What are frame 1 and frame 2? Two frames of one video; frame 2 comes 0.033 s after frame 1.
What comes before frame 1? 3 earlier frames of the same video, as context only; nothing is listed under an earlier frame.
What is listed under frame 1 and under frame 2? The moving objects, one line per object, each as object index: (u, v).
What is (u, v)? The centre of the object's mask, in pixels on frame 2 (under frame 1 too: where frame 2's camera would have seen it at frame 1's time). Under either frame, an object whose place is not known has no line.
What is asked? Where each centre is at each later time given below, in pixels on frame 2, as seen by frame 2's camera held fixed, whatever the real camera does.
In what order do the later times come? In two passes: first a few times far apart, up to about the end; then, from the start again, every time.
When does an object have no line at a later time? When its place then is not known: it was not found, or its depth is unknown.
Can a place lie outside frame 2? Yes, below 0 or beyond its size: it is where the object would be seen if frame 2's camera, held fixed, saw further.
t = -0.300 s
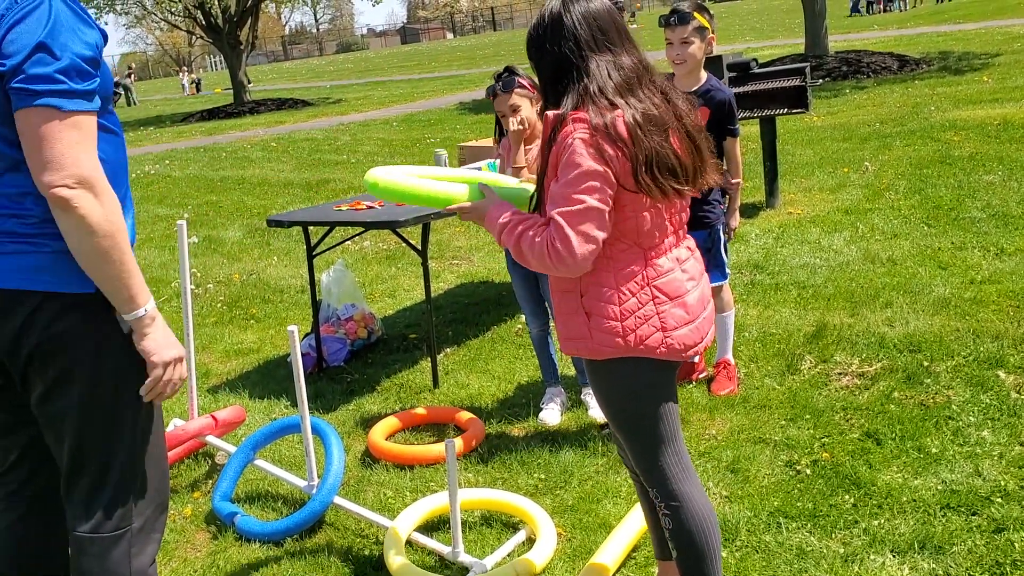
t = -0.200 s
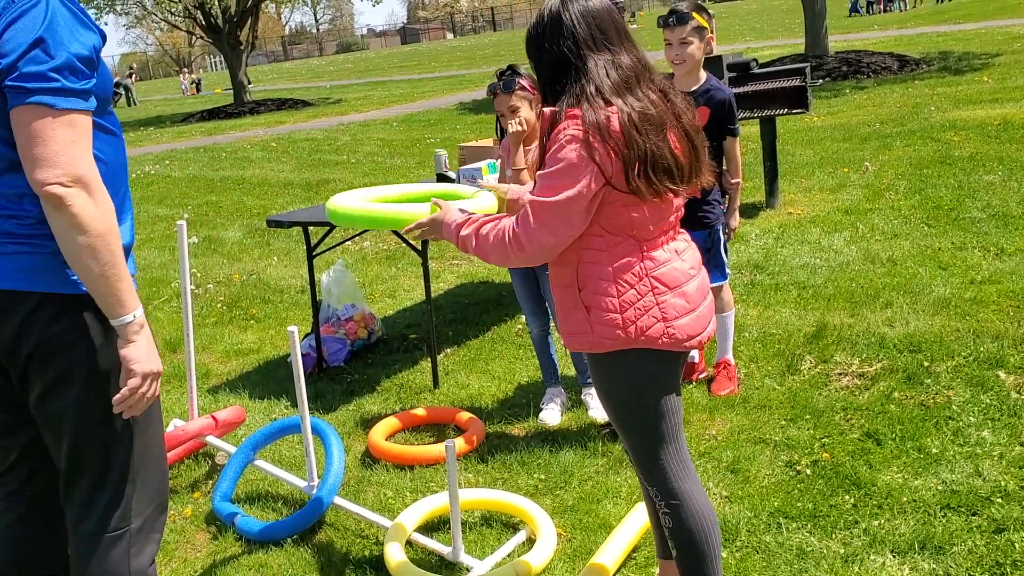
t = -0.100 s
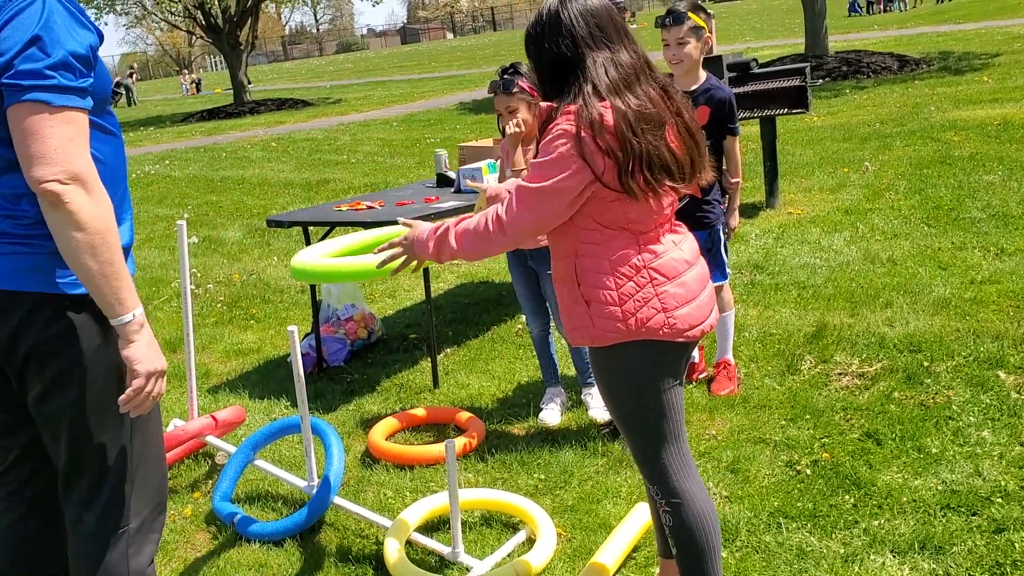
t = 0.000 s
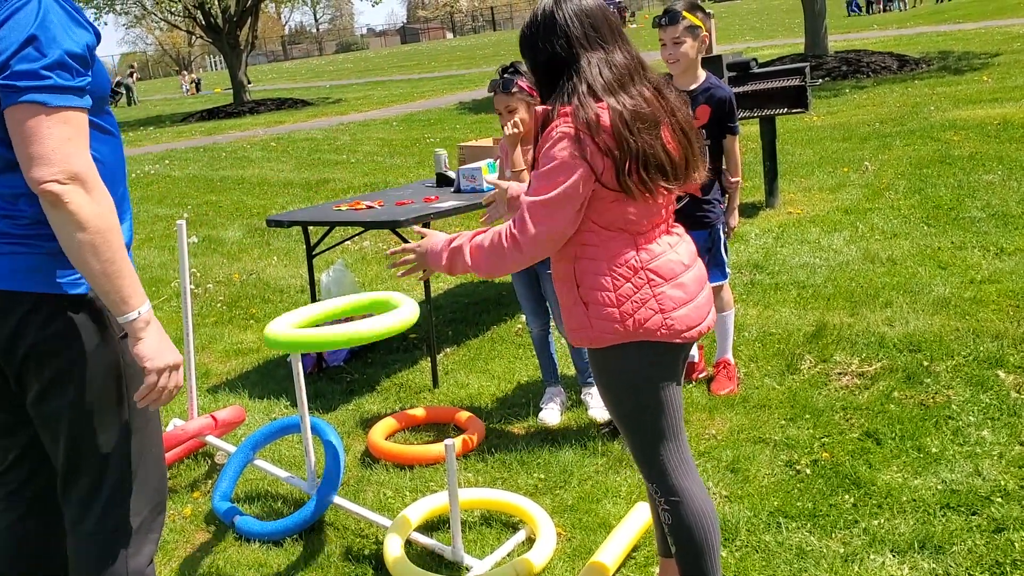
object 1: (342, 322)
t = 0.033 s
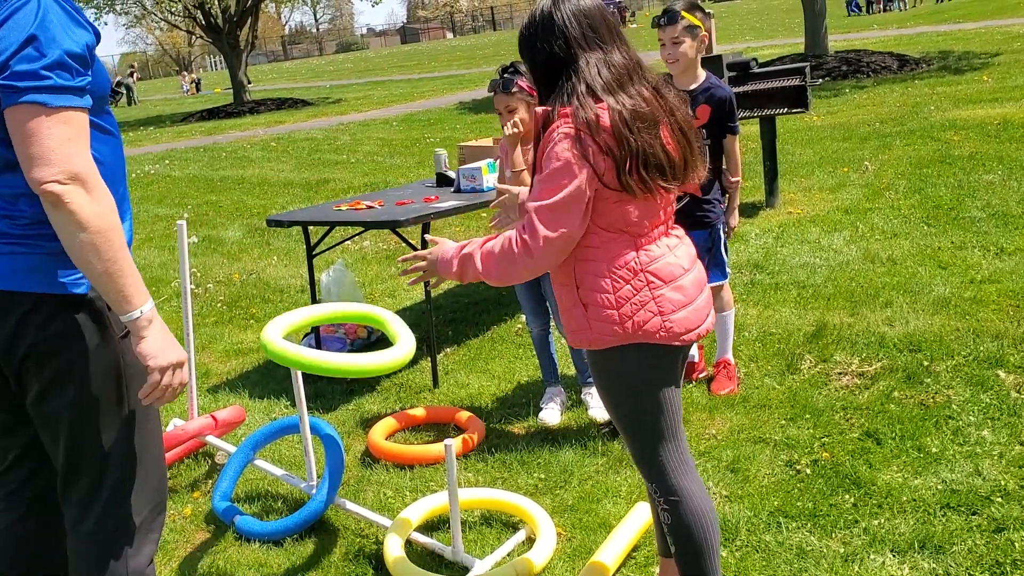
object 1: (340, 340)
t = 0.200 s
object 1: (393, 459)
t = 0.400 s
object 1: (488, 417)
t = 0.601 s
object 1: (544, 432)
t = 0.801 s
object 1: (551, 434)
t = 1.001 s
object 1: (547, 442)
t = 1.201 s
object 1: (548, 442)
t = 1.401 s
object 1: (547, 443)
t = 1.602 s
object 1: (548, 442)
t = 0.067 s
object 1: (347, 357)
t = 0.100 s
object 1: (358, 378)
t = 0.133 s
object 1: (370, 403)
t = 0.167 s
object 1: (382, 433)
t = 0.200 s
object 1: (393, 459)
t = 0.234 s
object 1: (414, 447)
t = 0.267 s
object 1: (433, 434)
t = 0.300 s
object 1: (449, 426)
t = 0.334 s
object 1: (461, 421)
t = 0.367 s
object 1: (480, 417)
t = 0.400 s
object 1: (488, 417)
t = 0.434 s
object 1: (497, 420)
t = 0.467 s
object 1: (506, 420)
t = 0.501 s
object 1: (516, 421)
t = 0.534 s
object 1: (526, 424)
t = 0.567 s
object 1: (534, 428)
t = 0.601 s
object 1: (544, 432)
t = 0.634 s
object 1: (552, 433)
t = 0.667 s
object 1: (559, 435)
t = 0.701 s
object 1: (560, 438)
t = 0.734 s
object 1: (557, 435)
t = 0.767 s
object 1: (554, 433)
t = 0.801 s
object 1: (551, 434)
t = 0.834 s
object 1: (550, 436)
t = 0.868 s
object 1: (548, 438)
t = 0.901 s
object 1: (547, 440)
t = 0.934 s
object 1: (547, 442)
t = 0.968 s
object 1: (547, 443)
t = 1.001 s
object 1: (547, 442)
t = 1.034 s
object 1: (548, 442)
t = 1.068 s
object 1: (548, 442)
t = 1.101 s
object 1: (548, 442)
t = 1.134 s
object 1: (548, 442)
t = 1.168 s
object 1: (548, 442)
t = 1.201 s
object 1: (548, 442)
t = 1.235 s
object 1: (548, 442)
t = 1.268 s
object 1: (548, 442)
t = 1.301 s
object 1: (548, 442)
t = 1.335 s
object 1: (547, 443)
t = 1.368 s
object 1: (547, 443)
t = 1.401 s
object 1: (547, 443)
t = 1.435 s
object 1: (548, 442)
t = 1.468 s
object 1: (548, 442)
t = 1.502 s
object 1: (548, 442)
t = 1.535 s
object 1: (548, 442)
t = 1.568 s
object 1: (548, 442)
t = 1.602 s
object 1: (548, 442)
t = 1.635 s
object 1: (548, 442)
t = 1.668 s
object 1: (548, 442)
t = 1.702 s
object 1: (547, 442)
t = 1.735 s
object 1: (547, 442)
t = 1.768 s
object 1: (547, 442)
